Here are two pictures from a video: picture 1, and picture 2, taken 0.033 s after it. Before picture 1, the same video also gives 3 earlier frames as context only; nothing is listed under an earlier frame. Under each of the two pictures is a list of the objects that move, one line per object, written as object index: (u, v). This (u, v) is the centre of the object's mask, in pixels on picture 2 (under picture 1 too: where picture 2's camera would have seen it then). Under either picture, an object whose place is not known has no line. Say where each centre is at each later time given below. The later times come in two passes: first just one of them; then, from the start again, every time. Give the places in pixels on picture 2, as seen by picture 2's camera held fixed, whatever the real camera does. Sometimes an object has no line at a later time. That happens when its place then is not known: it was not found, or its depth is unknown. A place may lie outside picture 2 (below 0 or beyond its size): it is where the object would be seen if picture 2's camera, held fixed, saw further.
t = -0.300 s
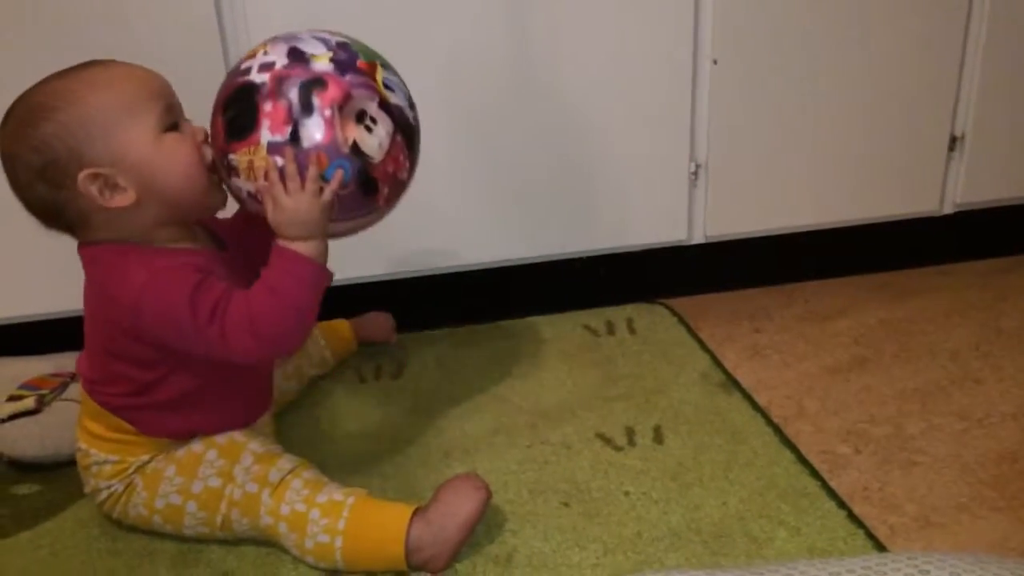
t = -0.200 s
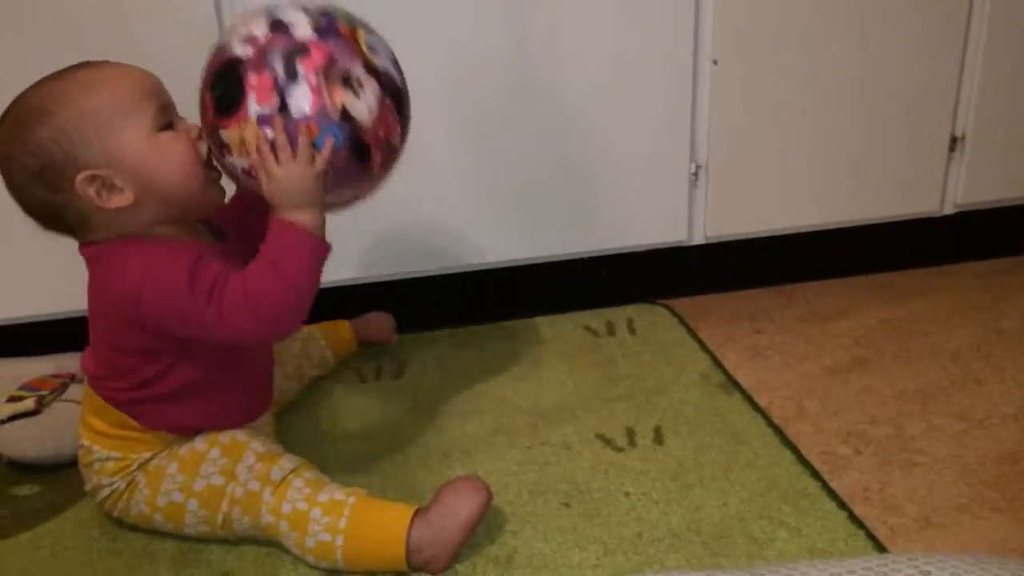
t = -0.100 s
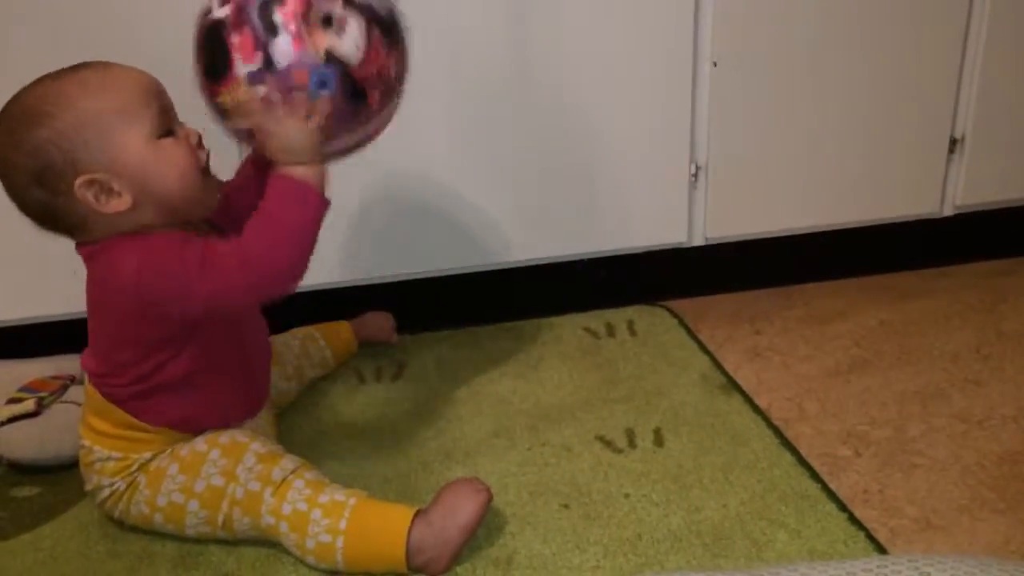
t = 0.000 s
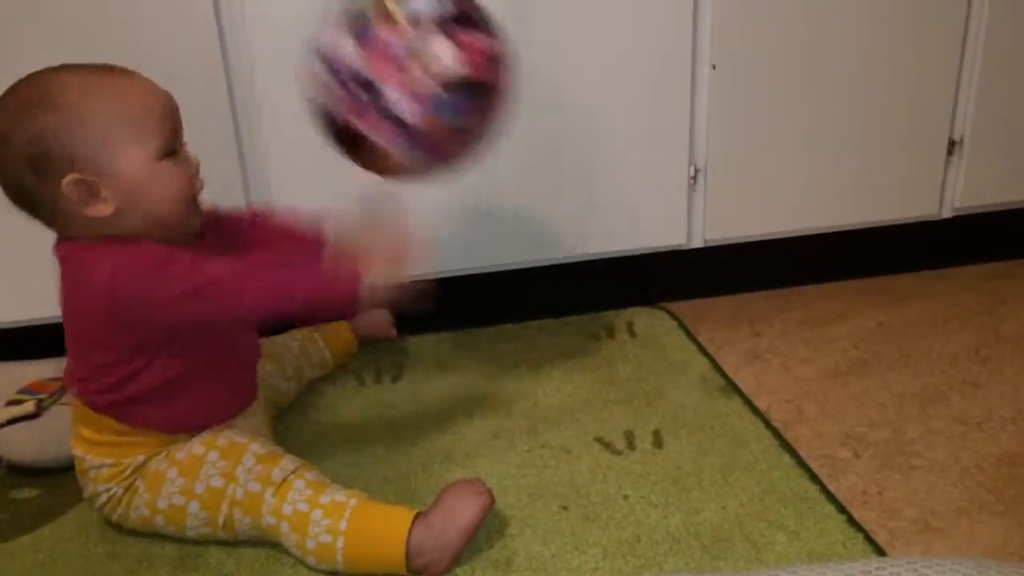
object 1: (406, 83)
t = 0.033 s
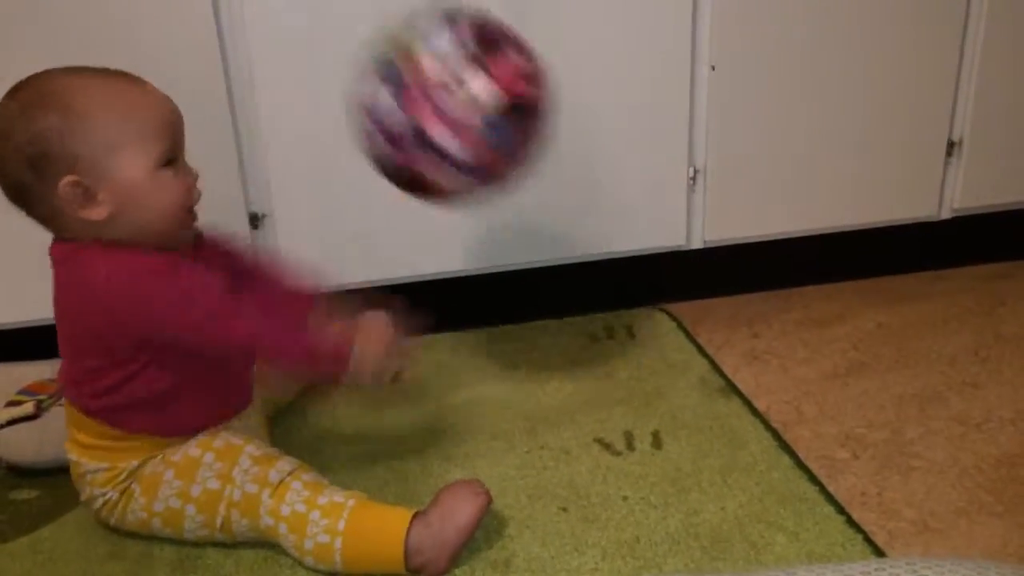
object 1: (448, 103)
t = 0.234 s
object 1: (644, 310)
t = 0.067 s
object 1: (491, 135)
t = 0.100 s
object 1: (530, 176)
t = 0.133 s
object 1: (568, 225)
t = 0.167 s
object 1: (602, 268)
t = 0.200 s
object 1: (630, 331)
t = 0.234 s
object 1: (644, 310)
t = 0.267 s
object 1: (651, 264)
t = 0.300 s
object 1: (657, 230)
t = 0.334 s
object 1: (663, 209)
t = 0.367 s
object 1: (670, 192)
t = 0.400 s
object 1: (675, 185)
